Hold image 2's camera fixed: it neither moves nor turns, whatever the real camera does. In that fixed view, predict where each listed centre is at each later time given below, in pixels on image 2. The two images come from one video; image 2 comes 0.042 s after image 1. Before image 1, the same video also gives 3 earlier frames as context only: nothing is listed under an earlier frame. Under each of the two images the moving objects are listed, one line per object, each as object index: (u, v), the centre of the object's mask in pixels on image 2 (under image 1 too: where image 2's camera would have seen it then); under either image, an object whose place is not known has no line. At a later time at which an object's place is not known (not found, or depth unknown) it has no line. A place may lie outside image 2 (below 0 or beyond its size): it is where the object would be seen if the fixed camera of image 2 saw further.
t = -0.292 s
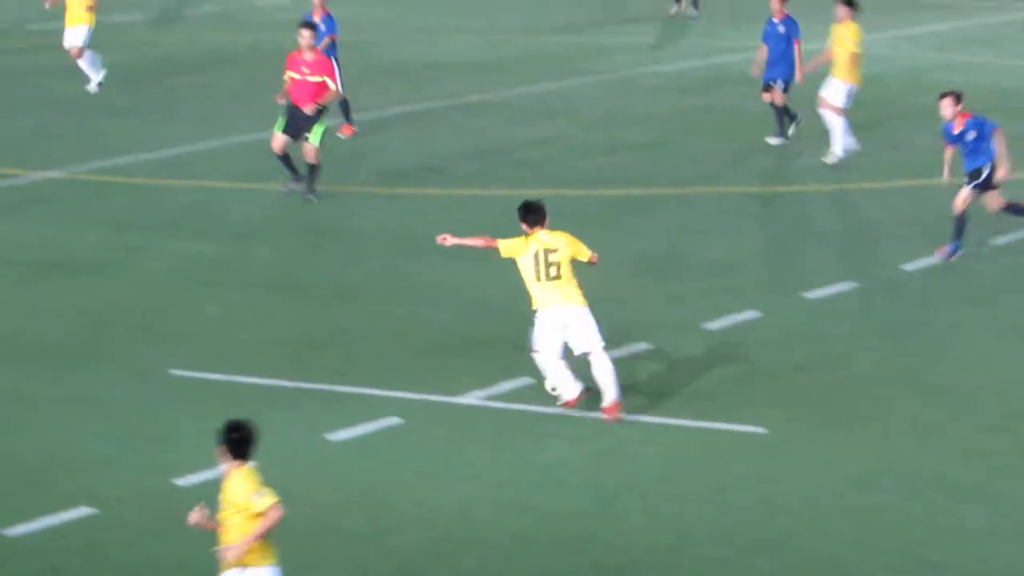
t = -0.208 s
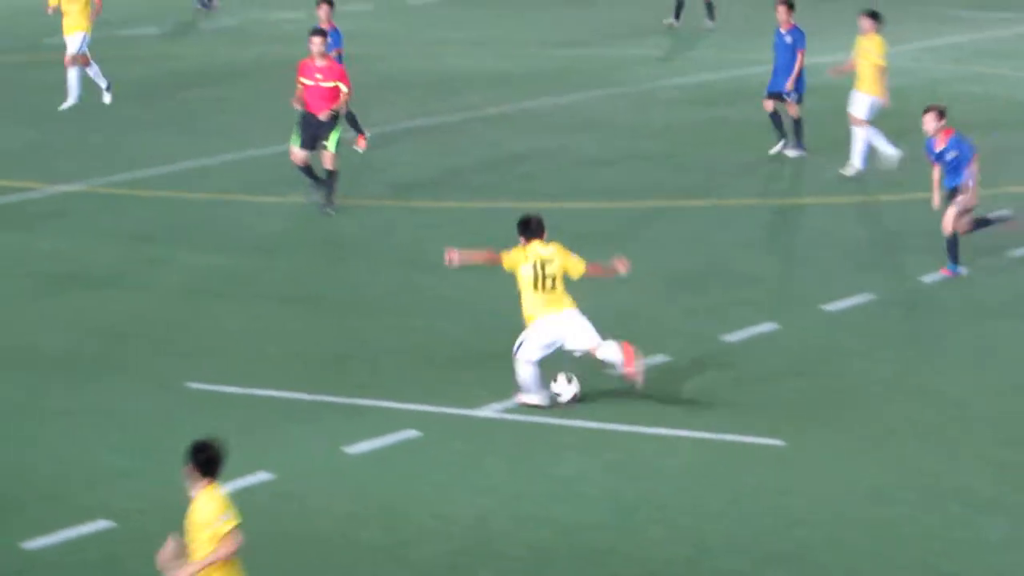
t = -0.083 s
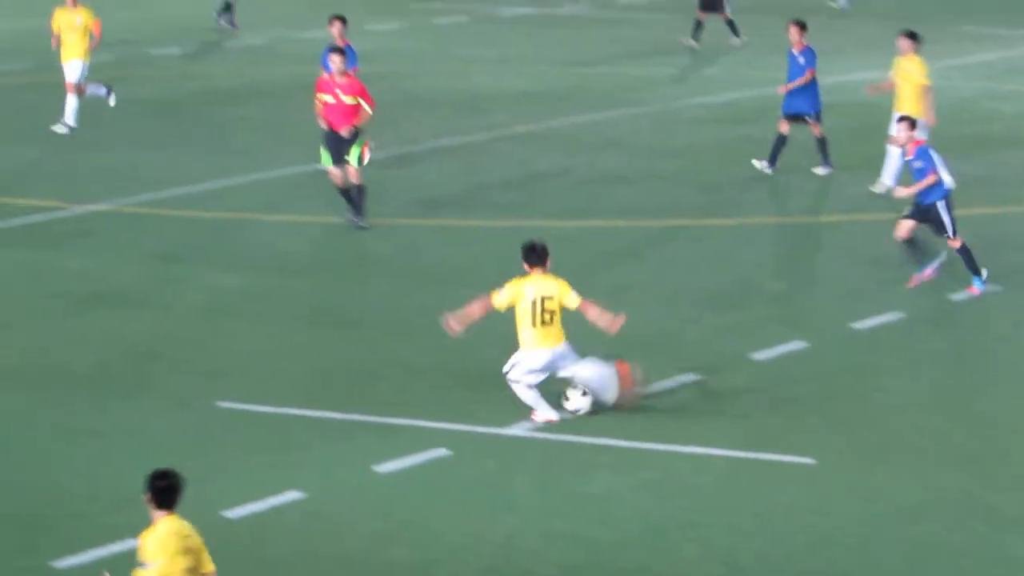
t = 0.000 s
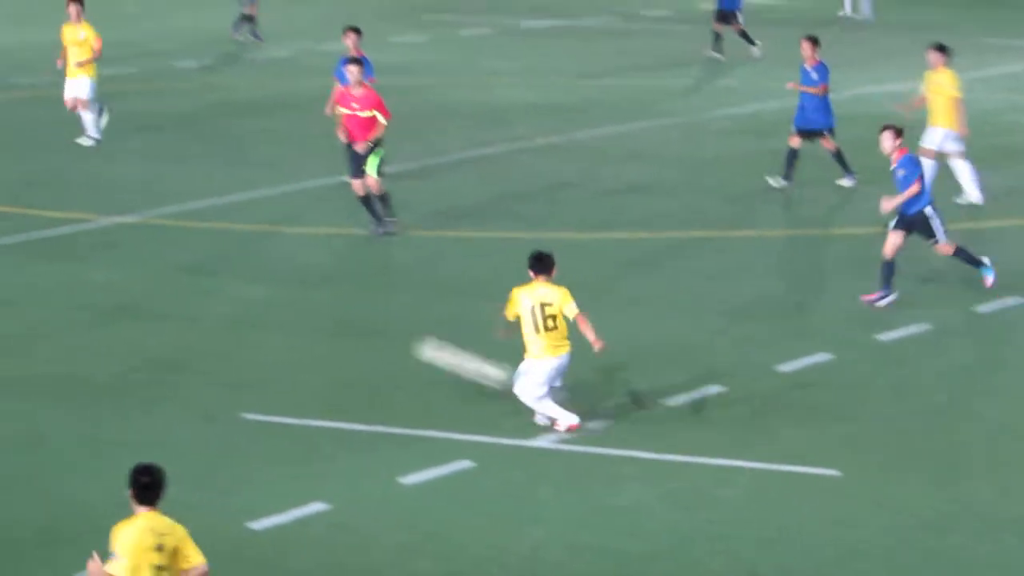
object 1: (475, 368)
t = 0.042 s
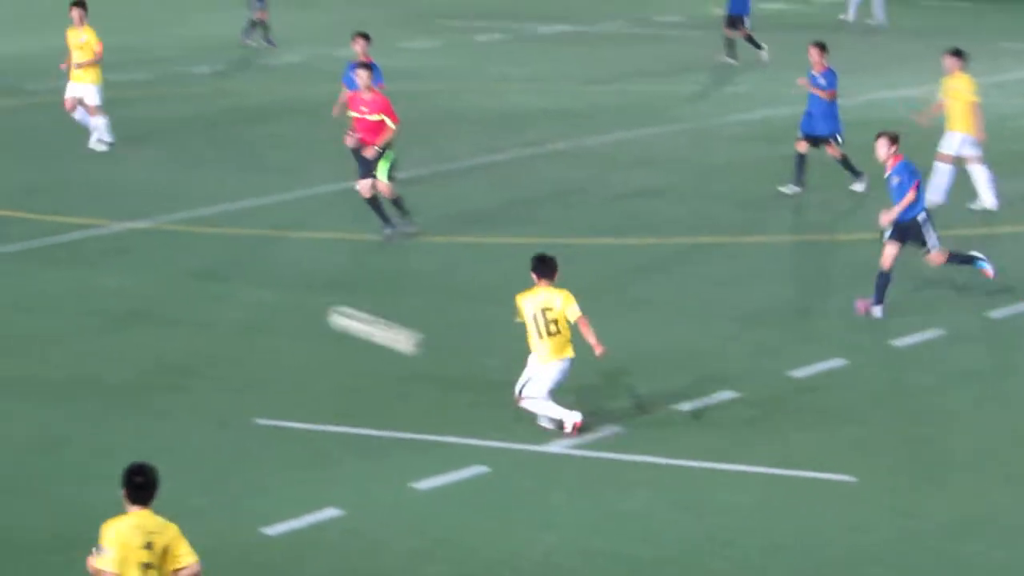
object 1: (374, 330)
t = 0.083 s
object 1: (278, 294)
